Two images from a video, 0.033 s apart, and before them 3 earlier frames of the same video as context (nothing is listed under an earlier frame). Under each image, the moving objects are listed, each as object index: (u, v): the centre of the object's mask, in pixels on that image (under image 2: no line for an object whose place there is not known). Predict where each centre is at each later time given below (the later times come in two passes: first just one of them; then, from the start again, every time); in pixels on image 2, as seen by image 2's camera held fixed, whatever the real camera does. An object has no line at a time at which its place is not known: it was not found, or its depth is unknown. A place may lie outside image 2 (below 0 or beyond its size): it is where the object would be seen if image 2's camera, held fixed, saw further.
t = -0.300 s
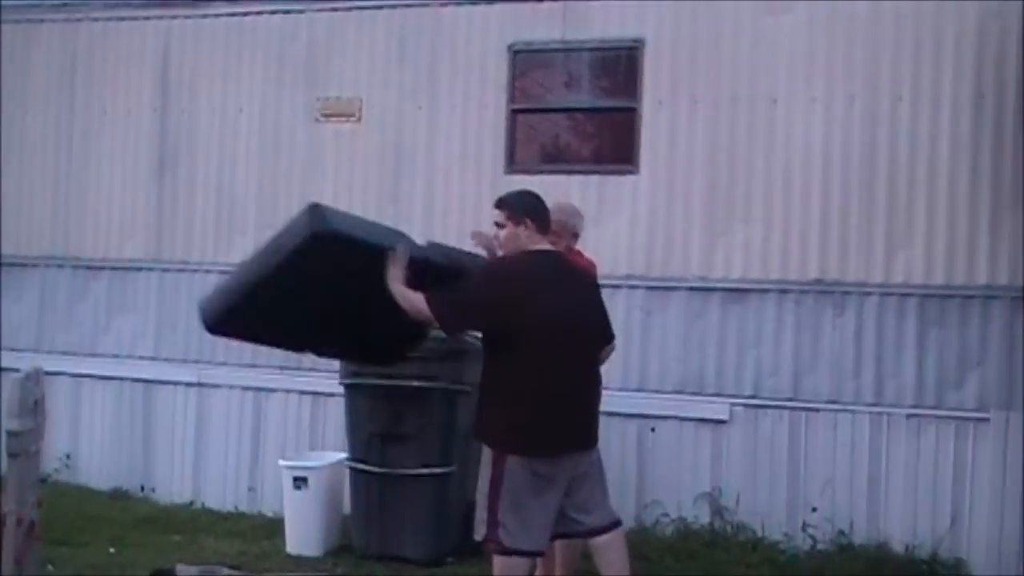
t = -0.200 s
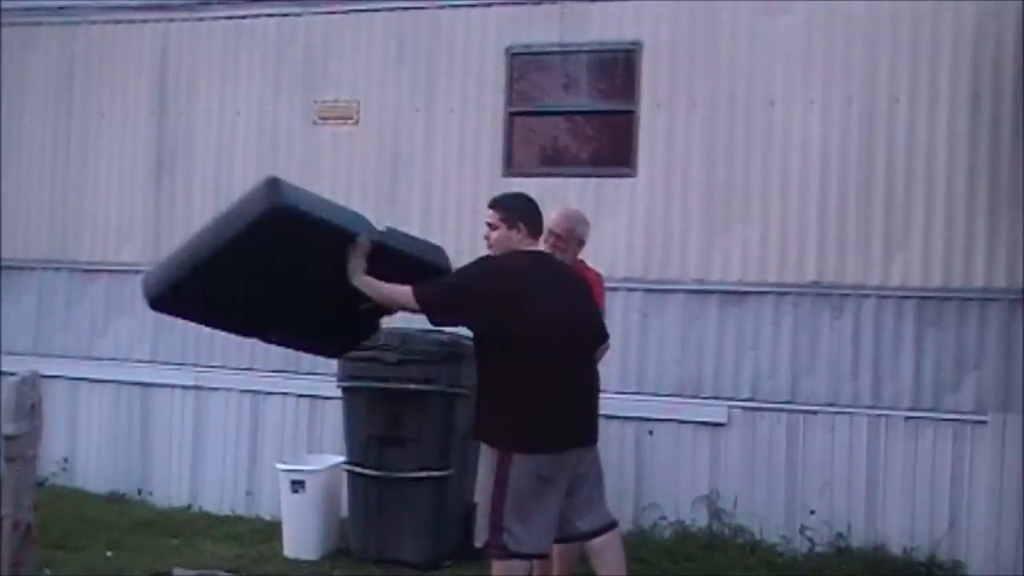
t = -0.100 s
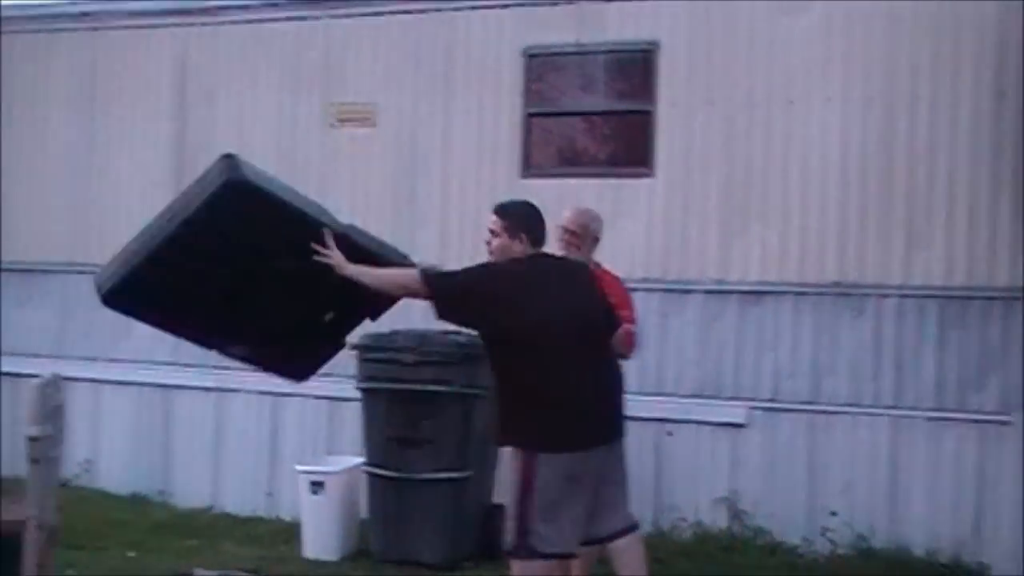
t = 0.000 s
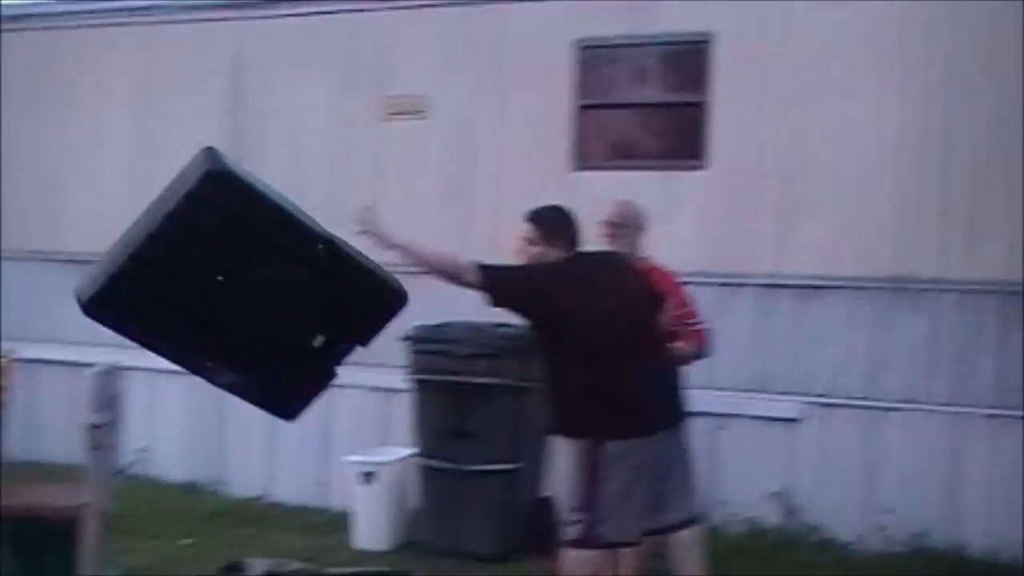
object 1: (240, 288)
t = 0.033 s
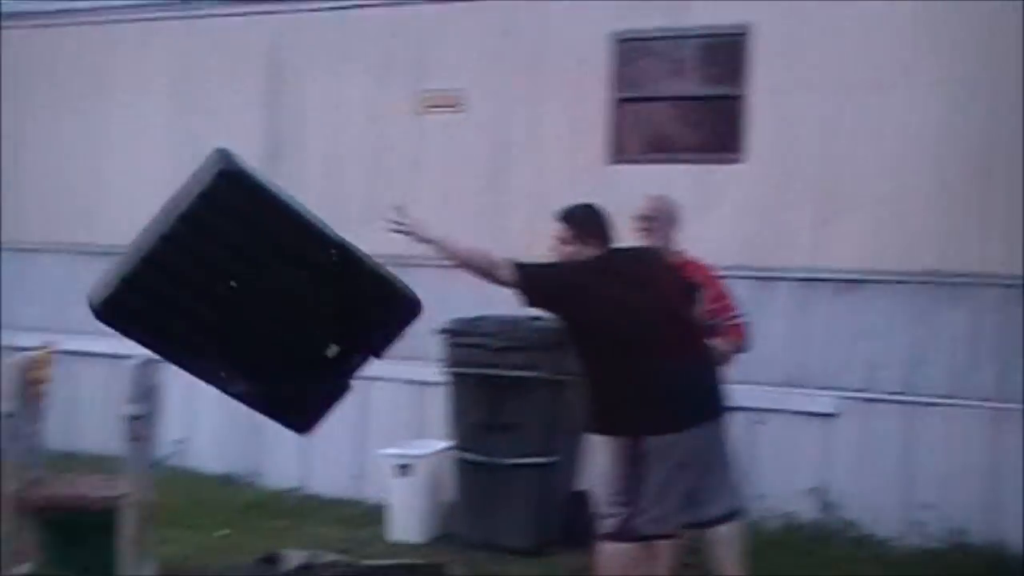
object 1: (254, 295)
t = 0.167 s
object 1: (156, 389)
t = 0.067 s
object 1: (230, 313)
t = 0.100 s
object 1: (206, 335)
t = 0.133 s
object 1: (181, 360)
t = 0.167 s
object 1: (156, 389)
